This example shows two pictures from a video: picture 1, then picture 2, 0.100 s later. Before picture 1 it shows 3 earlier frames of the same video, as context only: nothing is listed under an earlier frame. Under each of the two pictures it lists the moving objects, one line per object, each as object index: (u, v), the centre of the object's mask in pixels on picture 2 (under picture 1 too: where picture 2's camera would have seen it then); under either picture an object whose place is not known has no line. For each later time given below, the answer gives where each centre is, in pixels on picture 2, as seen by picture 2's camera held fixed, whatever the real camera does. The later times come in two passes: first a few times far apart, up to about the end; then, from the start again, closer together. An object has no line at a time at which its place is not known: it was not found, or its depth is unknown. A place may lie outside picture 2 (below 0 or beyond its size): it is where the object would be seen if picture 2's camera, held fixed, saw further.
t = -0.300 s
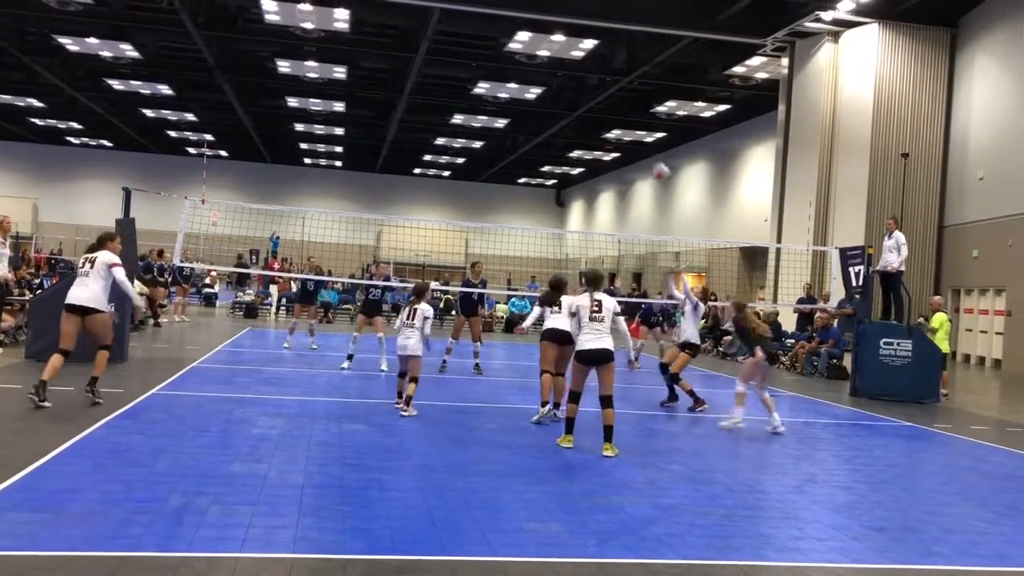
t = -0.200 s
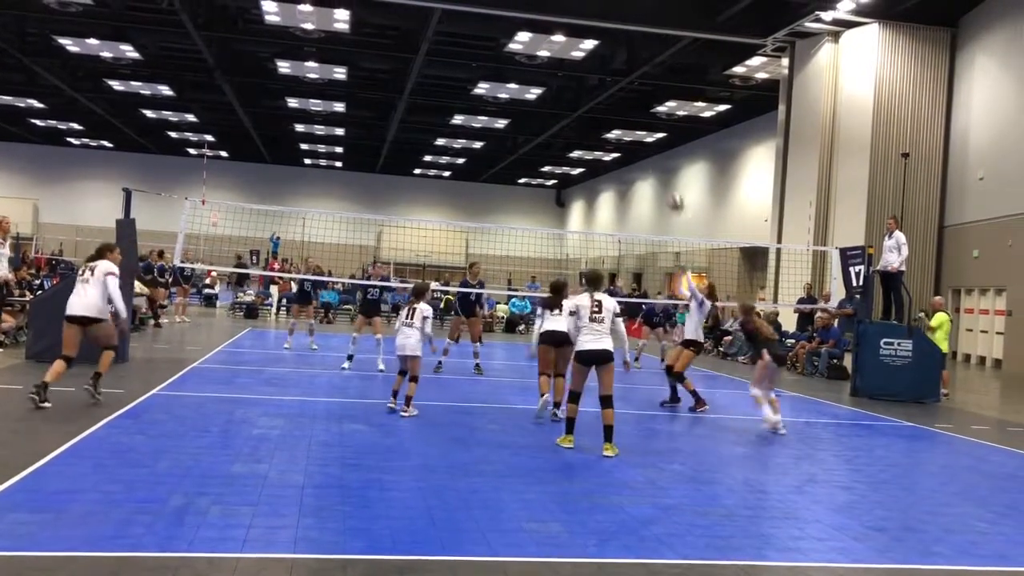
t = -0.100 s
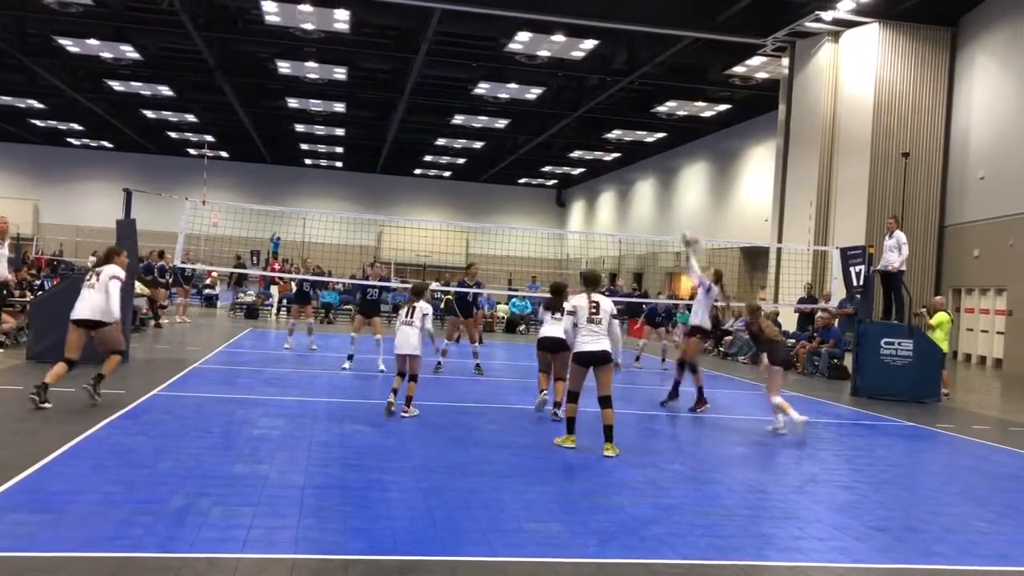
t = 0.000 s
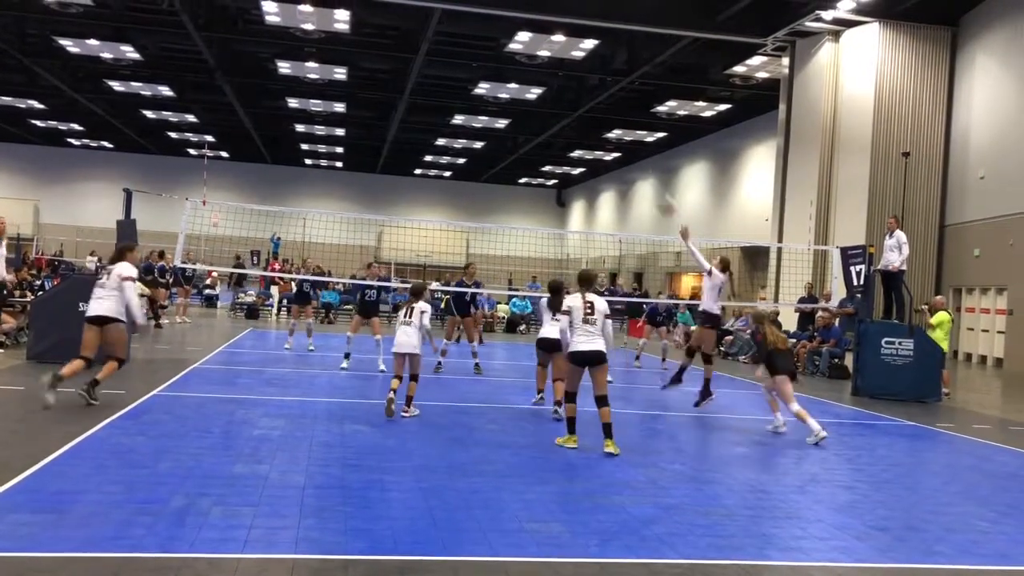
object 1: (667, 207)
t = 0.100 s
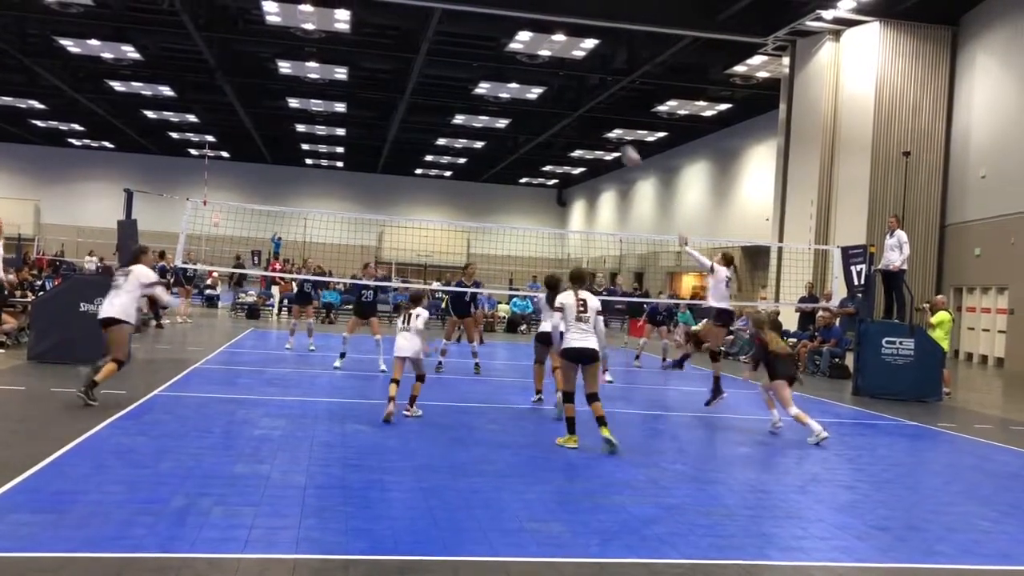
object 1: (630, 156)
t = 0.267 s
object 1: (570, 97)
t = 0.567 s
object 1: (463, 52)
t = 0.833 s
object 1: (371, 70)
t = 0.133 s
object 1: (619, 145)
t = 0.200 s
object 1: (594, 119)
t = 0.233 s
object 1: (582, 108)
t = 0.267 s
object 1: (570, 97)
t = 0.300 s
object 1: (559, 88)
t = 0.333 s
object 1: (547, 80)
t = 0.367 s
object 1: (535, 73)
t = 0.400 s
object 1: (522, 67)
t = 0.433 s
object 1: (510, 63)
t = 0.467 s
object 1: (498, 59)
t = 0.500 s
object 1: (486, 56)
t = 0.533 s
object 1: (475, 53)
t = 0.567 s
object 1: (463, 52)
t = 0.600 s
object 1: (452, 51)
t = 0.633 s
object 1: (440, 51)
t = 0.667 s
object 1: (428, 52)
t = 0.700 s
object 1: (416, 54)
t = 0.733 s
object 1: (405, 57)
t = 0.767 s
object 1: (394, 61)
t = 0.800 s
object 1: (382, 65)
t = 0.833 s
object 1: (371, 70)
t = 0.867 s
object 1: (359, 76)
